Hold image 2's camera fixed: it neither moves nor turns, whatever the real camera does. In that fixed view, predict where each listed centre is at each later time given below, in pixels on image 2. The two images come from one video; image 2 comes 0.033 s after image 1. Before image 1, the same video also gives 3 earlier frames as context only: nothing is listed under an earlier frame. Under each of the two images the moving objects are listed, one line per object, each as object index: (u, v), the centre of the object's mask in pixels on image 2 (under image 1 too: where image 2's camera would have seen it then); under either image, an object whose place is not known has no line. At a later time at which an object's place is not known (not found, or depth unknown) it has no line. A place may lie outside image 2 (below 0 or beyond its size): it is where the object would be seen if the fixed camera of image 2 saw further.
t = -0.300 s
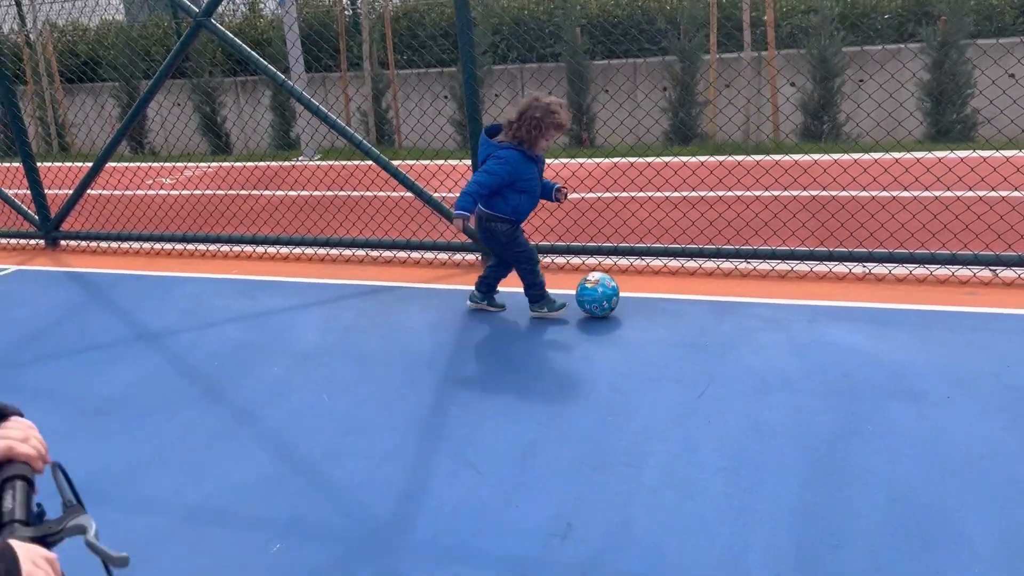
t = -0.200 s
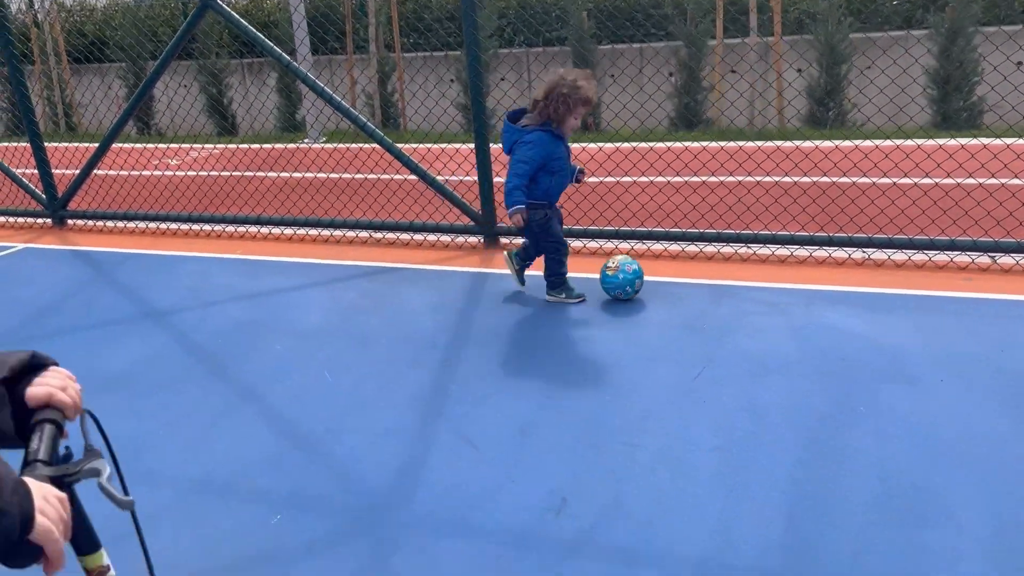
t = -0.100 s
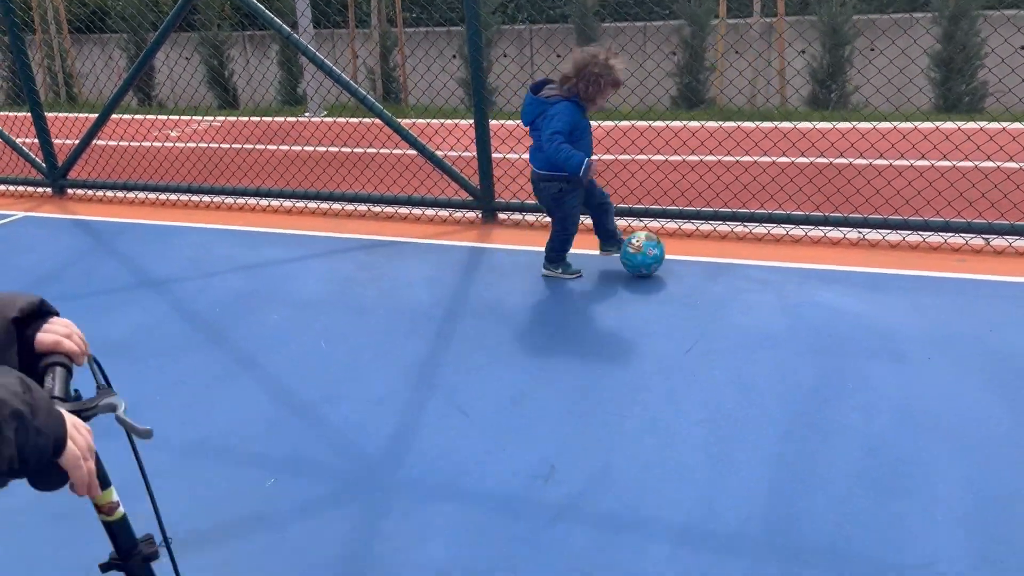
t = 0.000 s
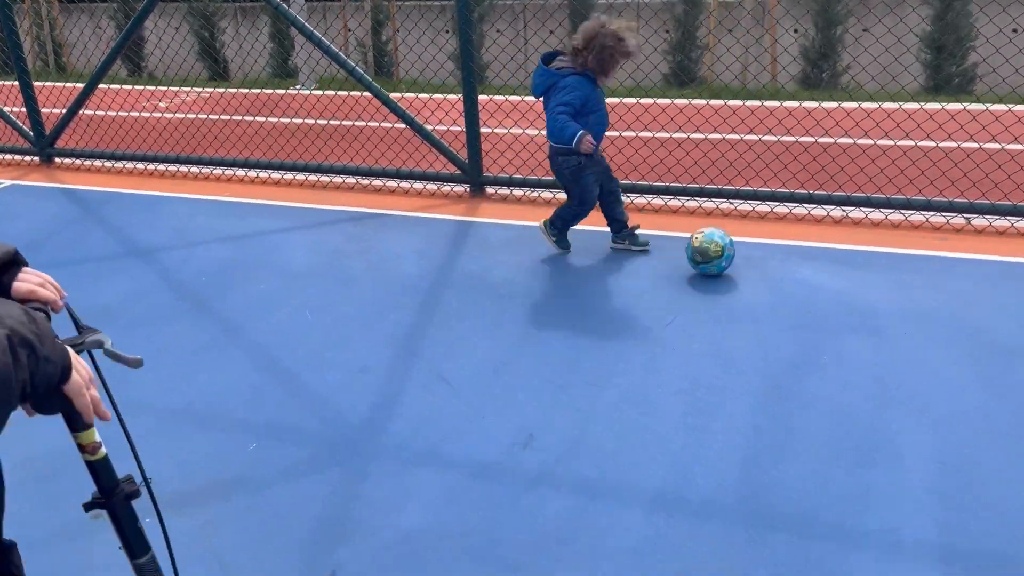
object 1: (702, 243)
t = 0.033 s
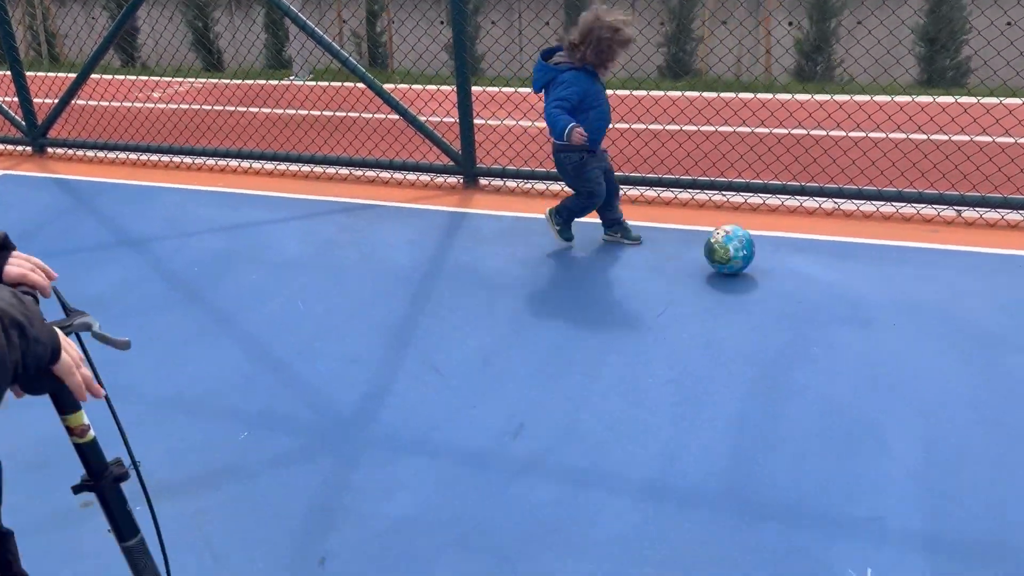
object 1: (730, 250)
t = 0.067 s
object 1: (758, 256)
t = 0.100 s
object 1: (789, 264)
